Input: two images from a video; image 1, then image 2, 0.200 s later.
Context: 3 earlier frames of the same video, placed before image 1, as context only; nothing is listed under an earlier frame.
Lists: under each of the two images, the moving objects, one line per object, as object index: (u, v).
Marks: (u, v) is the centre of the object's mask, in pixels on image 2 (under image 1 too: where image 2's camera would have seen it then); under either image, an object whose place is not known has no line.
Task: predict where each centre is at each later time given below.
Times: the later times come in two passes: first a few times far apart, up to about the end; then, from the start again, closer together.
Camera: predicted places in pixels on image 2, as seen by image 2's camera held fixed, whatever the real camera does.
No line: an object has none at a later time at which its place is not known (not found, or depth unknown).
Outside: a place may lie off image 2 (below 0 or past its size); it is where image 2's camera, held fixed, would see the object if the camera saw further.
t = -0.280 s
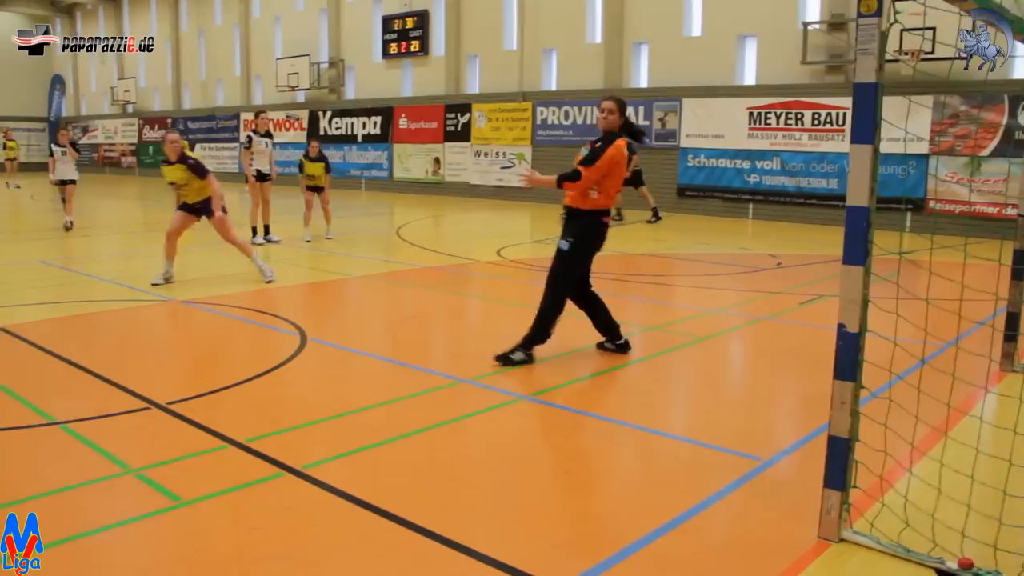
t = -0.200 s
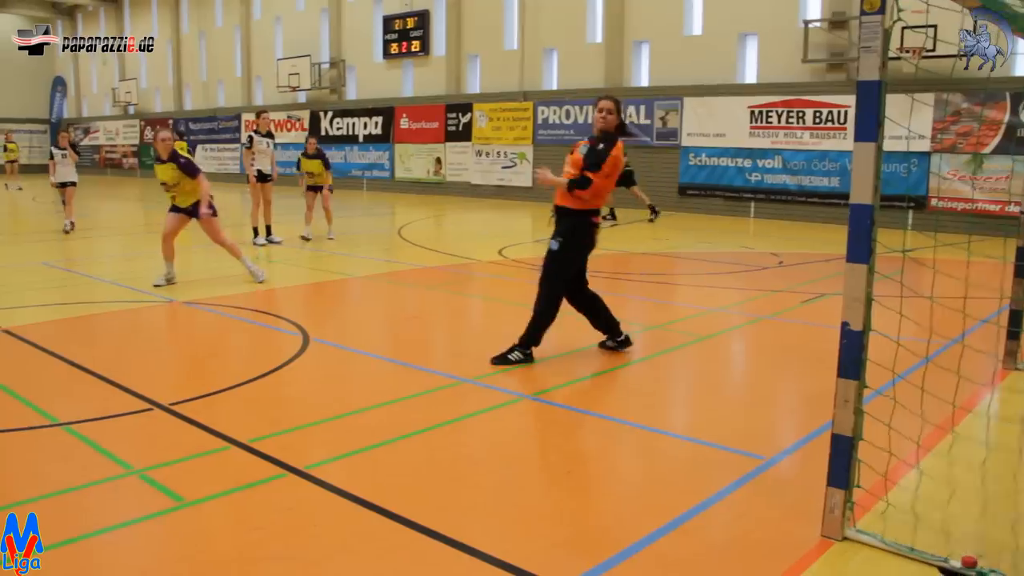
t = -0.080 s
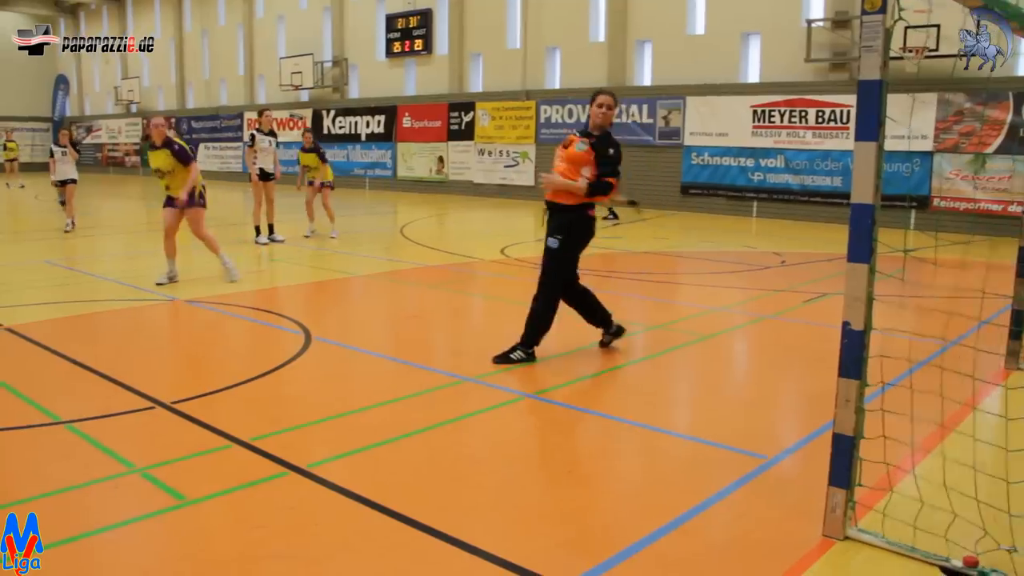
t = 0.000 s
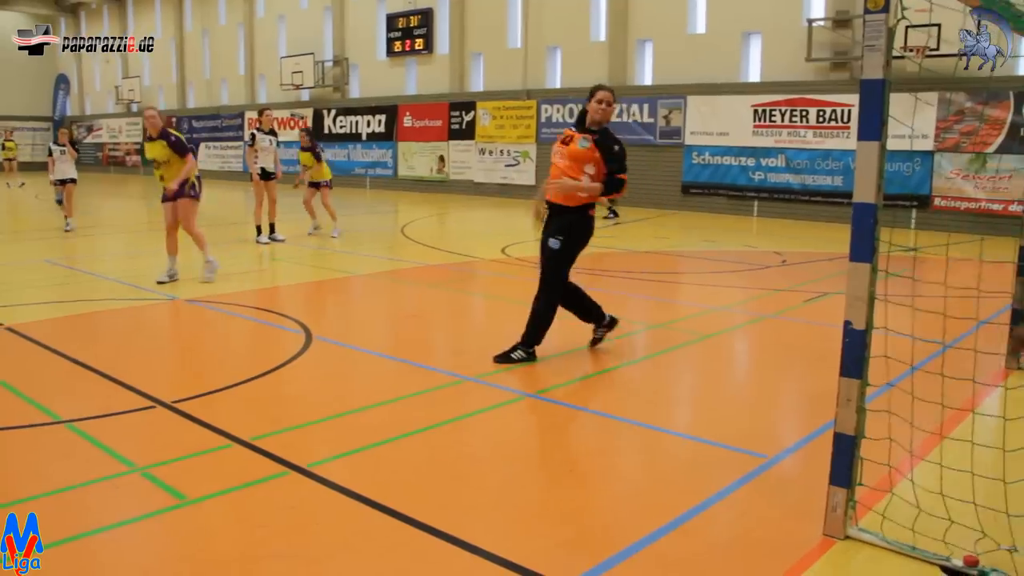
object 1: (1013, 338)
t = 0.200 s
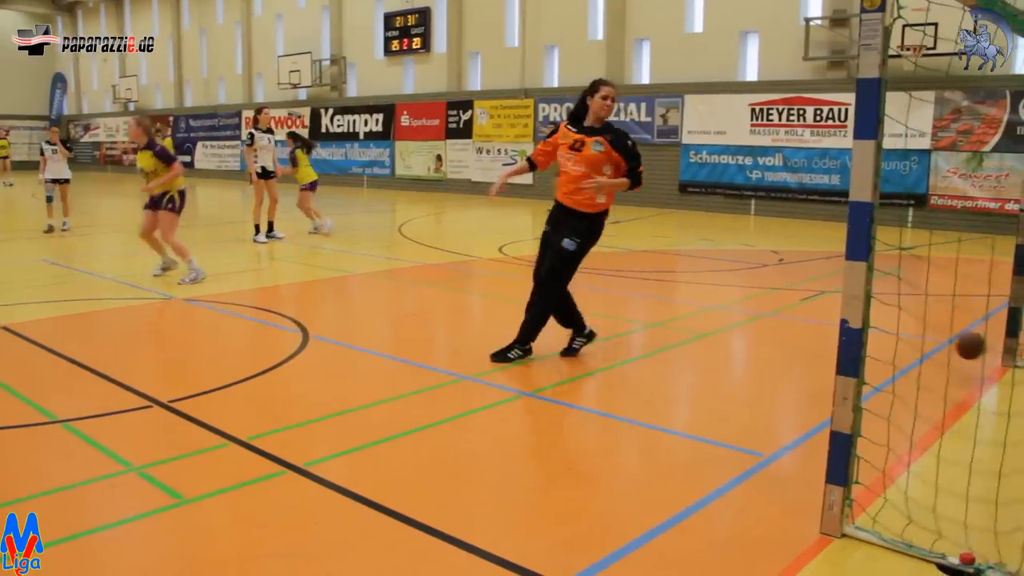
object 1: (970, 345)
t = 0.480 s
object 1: (905, 383)
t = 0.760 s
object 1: (824, 398)
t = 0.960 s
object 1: (770, 409)
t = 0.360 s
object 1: (936, 352)
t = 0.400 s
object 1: (925, 361)
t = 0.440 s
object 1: (915, 372)
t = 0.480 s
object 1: (905, 383)
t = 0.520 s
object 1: (895, 376)
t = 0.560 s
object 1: (884, 373)
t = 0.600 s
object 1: (876, 372)
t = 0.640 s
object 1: (871, 375)
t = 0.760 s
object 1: (824, 398)
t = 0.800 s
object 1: (818, 394)
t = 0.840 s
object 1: (807, 392)
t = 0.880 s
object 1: (795, 394)
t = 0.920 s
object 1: (783, 398)
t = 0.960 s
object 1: (770, 409)
